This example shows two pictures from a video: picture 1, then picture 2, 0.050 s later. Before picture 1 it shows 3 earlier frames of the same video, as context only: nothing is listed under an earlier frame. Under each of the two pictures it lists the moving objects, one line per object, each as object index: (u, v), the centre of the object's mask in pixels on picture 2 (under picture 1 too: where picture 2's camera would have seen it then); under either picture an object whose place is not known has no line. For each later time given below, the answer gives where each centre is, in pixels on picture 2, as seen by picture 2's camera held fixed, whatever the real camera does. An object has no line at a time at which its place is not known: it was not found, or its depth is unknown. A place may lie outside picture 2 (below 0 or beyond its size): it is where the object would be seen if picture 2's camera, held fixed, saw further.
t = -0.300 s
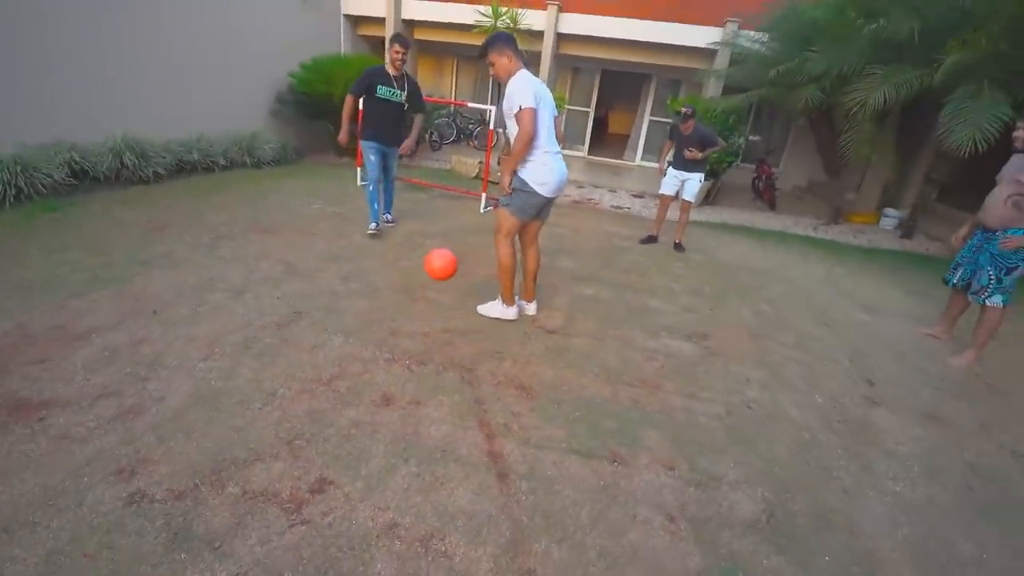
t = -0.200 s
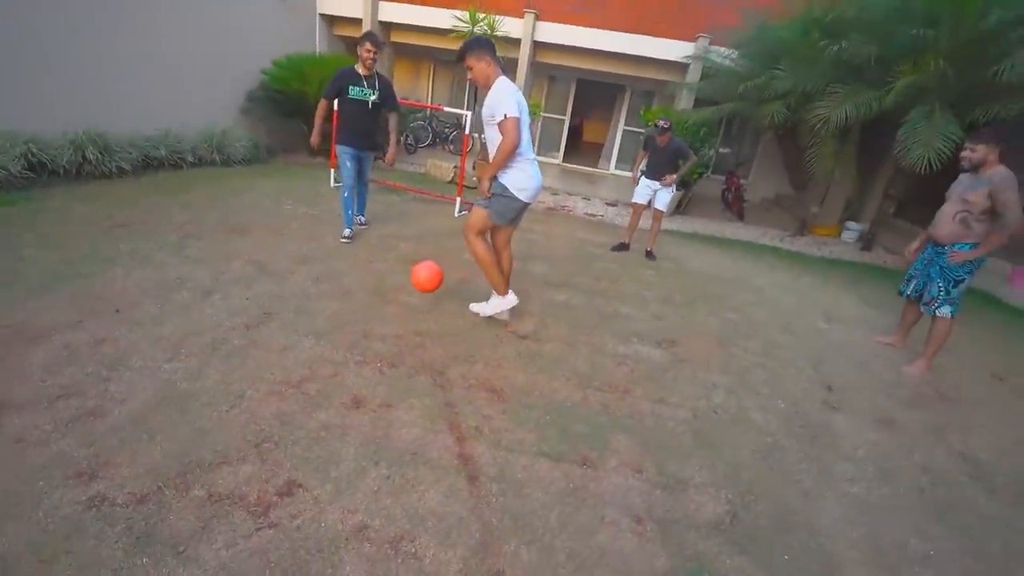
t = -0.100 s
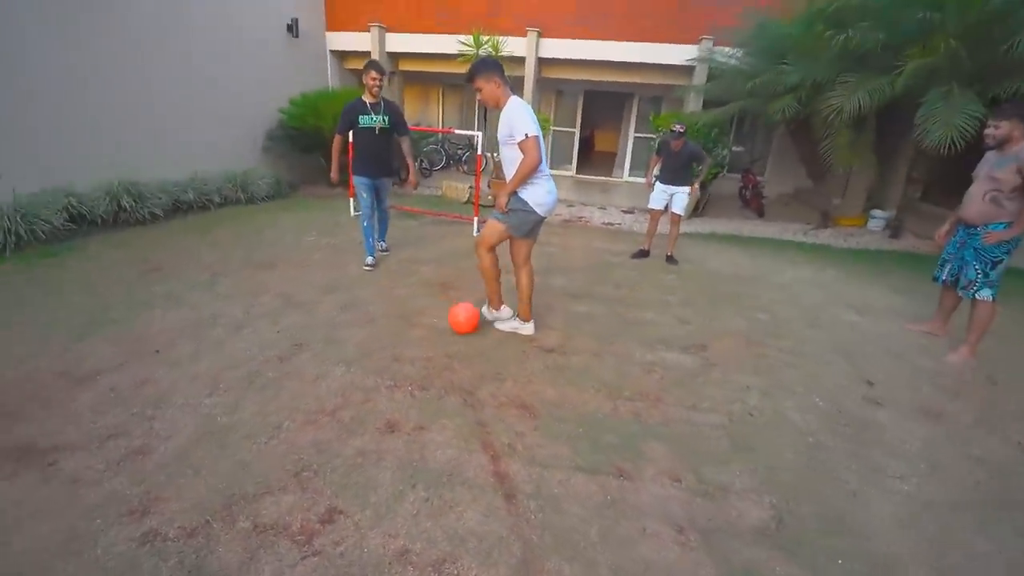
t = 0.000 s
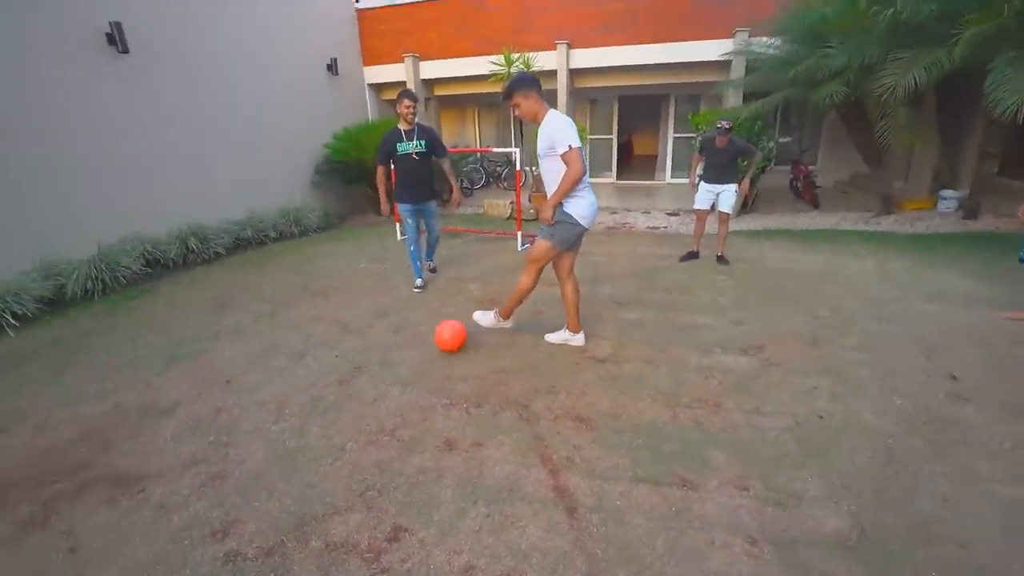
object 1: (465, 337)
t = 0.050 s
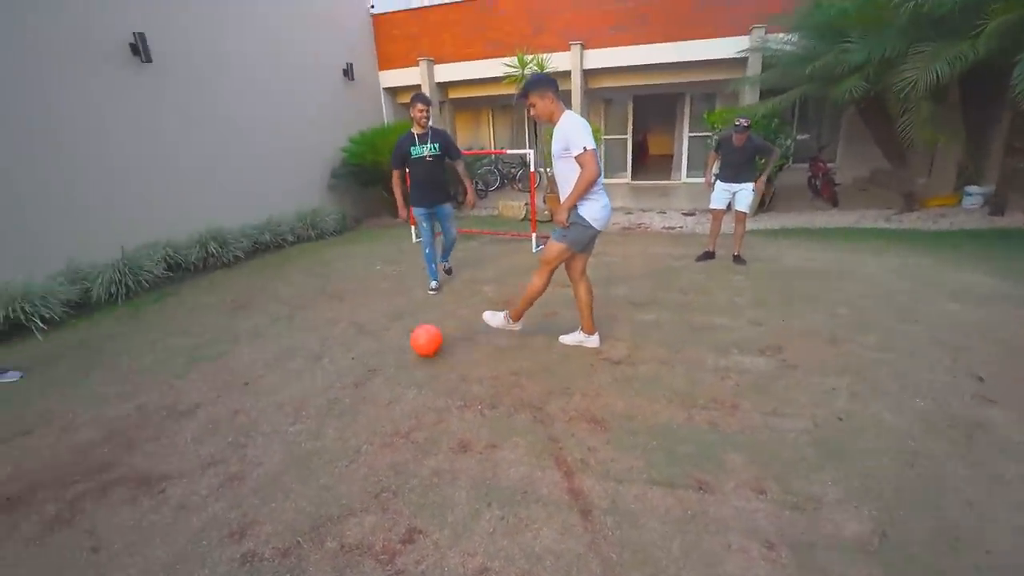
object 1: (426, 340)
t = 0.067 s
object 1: (413, 342)
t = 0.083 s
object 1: (400, 345)
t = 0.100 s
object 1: (387, 346)
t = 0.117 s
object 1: (374, 349)
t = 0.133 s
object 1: (362, 351)
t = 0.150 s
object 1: (350, 352)
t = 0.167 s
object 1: (339, 353)
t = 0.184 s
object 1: (327, 353)
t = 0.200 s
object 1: (316, 355)
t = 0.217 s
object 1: (305, 356)
